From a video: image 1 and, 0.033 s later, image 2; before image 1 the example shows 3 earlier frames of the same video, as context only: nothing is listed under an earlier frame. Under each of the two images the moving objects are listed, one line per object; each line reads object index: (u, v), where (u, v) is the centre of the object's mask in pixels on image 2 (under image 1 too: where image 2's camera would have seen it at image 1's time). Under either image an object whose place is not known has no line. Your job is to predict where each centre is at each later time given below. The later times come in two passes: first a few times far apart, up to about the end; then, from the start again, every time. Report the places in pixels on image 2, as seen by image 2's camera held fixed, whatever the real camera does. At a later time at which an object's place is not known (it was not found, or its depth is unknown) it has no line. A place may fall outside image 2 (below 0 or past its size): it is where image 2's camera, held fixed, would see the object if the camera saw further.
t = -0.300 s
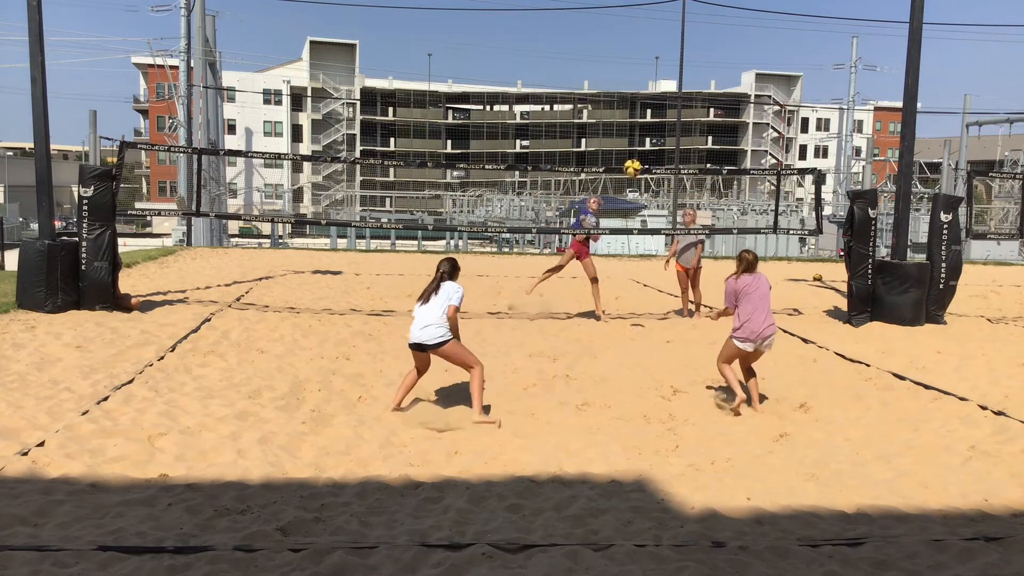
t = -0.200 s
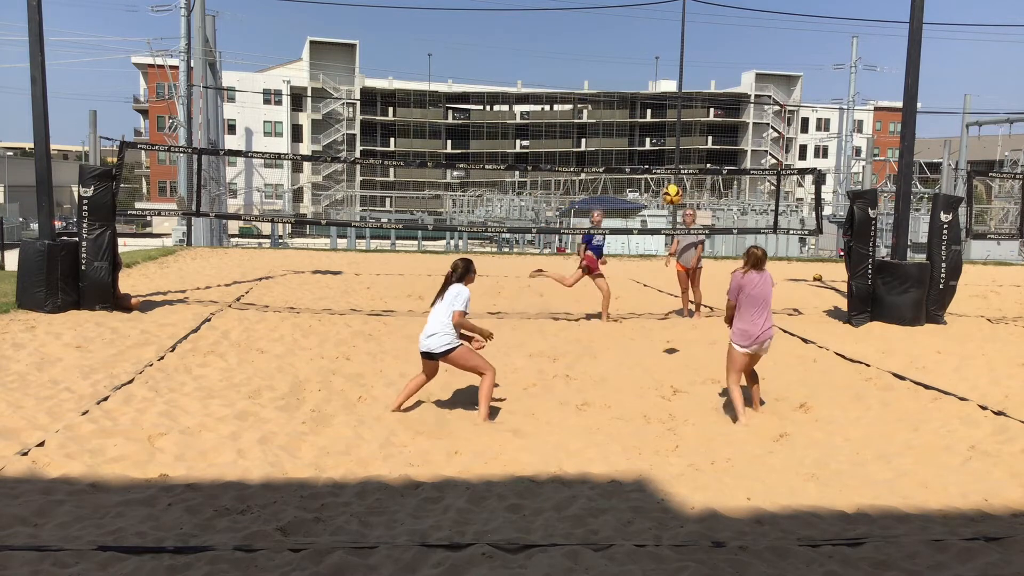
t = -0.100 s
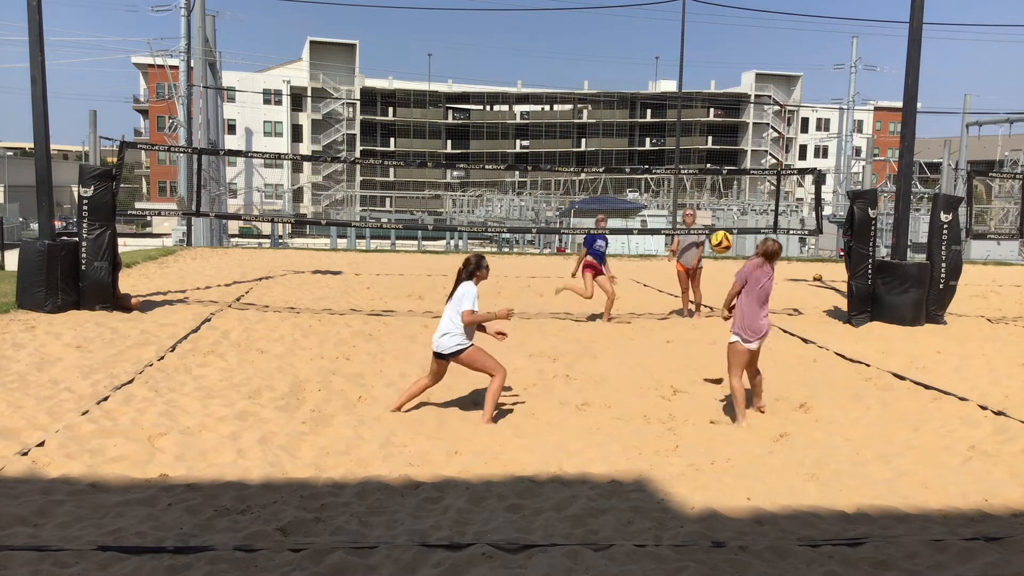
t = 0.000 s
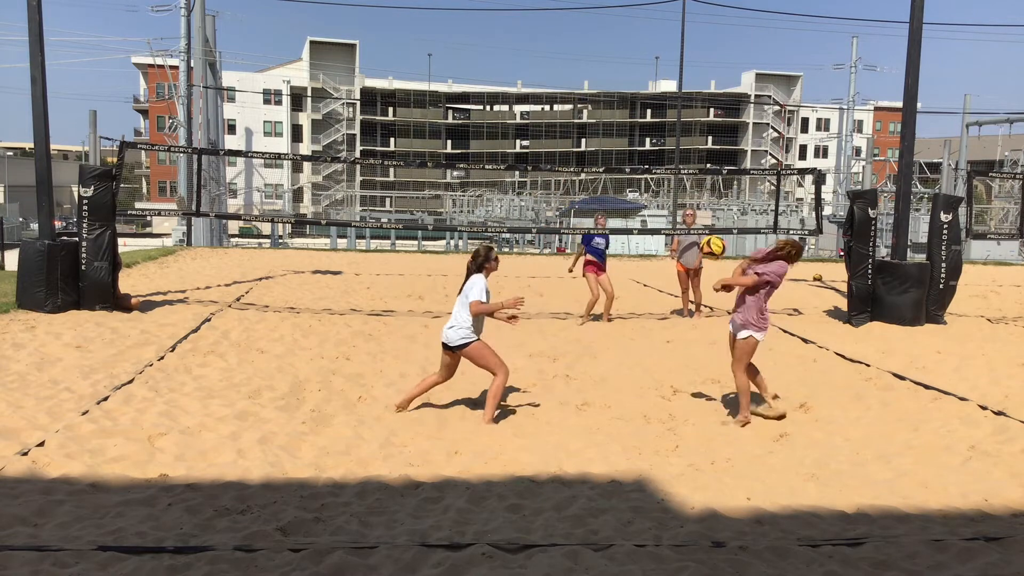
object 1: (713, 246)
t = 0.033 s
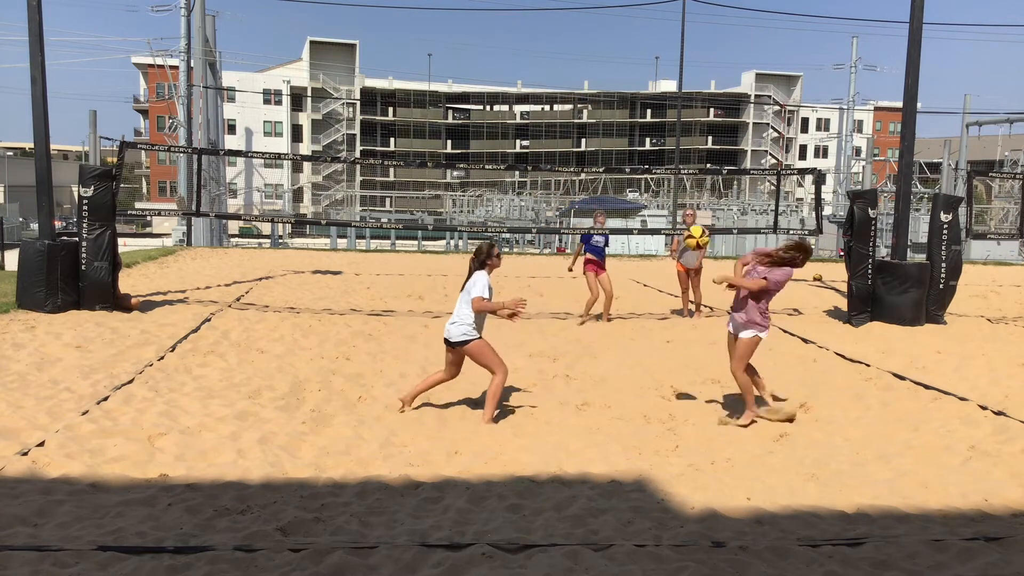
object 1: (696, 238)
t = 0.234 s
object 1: (577, 205)
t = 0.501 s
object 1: (352, 257)
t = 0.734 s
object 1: (47, 465)
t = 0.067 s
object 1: (678, 229)
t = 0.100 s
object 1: (661, 222)
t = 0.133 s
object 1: (641, 216)
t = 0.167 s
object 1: (621, 211)
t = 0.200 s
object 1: (600, 208)
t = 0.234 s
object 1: (577, 205)
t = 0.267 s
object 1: (553, 204)
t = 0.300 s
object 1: (529, 205)
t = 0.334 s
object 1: (503, 209)
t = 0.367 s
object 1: (477, 214)
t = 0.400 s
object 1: (447, 221)
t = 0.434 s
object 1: (418, 230)
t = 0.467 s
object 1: (385, 242)
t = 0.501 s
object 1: (352, 257)
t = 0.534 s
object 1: (316, 275)
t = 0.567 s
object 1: (278, 296)
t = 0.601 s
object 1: (237, 321)
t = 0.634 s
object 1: (193, 350)
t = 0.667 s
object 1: (148, 383)
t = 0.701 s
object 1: (99, 421)
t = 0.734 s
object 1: (47, 465)
